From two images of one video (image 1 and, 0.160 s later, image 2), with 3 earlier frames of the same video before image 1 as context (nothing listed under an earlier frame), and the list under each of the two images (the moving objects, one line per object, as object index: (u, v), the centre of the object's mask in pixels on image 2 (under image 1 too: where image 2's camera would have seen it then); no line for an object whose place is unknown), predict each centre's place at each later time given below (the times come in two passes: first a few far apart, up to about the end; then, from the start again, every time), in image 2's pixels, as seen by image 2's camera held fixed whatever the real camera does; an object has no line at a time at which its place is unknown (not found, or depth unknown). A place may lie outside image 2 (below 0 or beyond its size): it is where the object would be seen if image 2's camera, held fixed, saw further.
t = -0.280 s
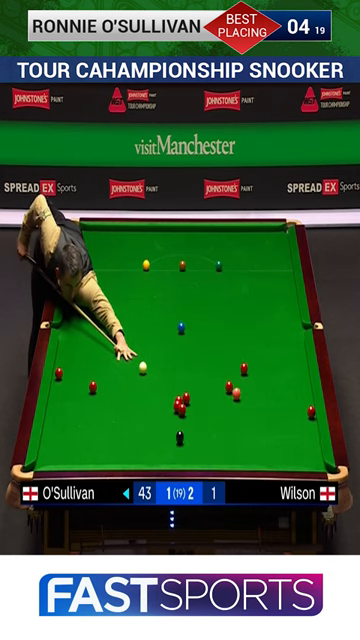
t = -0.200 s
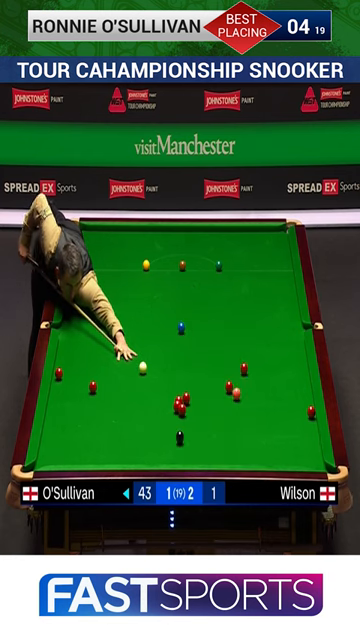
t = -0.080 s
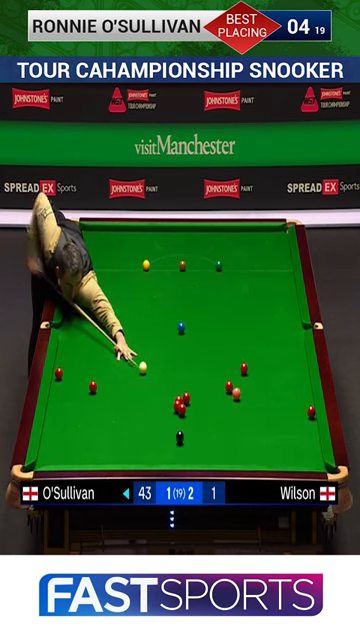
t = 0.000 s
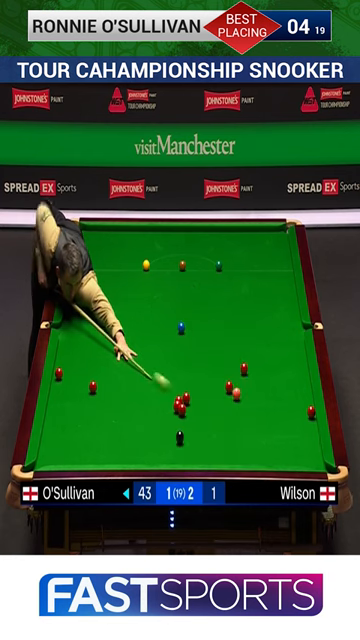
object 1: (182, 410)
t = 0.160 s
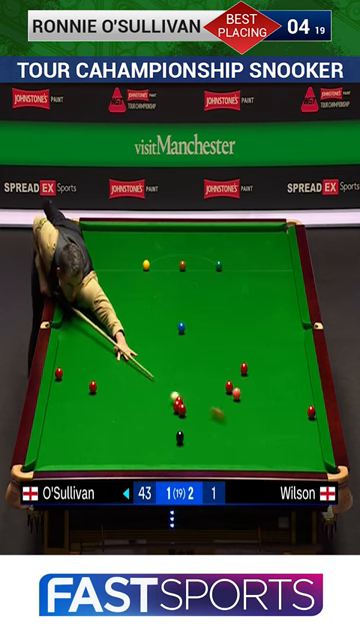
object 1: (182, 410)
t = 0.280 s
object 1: (183, 411)
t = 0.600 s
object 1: (186, 414)
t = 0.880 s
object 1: (188, 416)
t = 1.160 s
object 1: (190, 417)
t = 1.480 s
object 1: (191, 418)
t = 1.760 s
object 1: (192, 419)
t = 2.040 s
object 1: (193, 419)
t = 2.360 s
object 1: (193, 419)
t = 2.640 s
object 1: (193, 419)
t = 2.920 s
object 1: (193, 419)
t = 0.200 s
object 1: (182, 410)
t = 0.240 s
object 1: (182, 410)
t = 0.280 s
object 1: (183, 411)
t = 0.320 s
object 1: (184, 411)
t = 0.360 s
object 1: (184, 411)
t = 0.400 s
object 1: (184, 412)
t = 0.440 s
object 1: (185, 412)
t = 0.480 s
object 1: (185, 413)
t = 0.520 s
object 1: (185, 413)
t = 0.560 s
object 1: (186, 413)
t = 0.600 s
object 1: (186, 414)
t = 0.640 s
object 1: (186, 414)
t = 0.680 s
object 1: (187, 414)
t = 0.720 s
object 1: (187, 415)
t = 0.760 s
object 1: (187, 415)
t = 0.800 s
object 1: (188, 415)
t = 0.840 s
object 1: (188, 415)
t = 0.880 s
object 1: (188, 416)
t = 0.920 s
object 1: (189, 416)
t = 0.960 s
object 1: (189, 416)
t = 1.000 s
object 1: (189, 416)
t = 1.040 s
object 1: (189, 416)
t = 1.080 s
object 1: (189, 417)
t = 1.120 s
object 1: (189, 417)
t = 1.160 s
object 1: (190, 417)
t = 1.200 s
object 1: (190, 417)
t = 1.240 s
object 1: (190, 418)
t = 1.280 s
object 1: (190, 418)
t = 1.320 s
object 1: (191, 418)
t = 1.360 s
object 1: (191, 418)
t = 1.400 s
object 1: (191, 418)
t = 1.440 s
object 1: (191, 418)
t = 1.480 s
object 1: (191, 418)
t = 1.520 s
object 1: (191, 418)
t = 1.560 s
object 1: (192, 418)
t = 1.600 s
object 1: (192, 419)
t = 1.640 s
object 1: (192, 419)
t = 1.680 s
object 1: (192, 419)
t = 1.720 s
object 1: (192, 419)
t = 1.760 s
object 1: (192, 419)
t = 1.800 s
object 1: (192, 419)
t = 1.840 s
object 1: (192, 419)
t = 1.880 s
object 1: (192, 419)
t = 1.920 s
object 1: (193, 419)
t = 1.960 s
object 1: (193, 419)
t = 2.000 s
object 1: (193, 419)
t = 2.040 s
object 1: (193, 419)
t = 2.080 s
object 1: (193, 419)
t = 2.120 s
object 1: (193, 419)
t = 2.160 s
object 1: (193, 419)
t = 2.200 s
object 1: (193, 419)
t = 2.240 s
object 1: (193, 419)
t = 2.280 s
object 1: (193, 419)
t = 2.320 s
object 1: (193, 419)
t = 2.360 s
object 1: (193, 419)
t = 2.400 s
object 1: (193, 419)
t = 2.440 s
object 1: (193, 419)
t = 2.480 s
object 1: (193, 419)
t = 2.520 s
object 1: (193, 419)
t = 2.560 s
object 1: (193, 419)
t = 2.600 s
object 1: (193, 419)
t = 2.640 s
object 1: (193, 419)
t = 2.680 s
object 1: (193, 419)
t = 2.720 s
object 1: (193, 419)
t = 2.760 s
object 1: (193, 419)
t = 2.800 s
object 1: (193, 419)
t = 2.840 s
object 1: (193, 419)
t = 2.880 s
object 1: (193, 419)
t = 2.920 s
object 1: (193, 419)
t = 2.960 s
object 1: (193, 419)
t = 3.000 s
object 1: (193, 419)
